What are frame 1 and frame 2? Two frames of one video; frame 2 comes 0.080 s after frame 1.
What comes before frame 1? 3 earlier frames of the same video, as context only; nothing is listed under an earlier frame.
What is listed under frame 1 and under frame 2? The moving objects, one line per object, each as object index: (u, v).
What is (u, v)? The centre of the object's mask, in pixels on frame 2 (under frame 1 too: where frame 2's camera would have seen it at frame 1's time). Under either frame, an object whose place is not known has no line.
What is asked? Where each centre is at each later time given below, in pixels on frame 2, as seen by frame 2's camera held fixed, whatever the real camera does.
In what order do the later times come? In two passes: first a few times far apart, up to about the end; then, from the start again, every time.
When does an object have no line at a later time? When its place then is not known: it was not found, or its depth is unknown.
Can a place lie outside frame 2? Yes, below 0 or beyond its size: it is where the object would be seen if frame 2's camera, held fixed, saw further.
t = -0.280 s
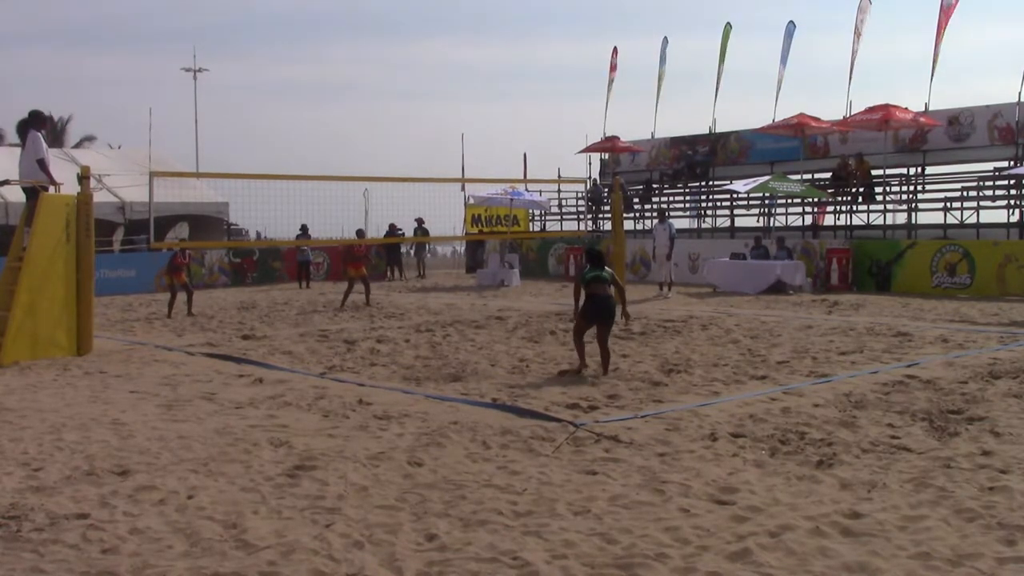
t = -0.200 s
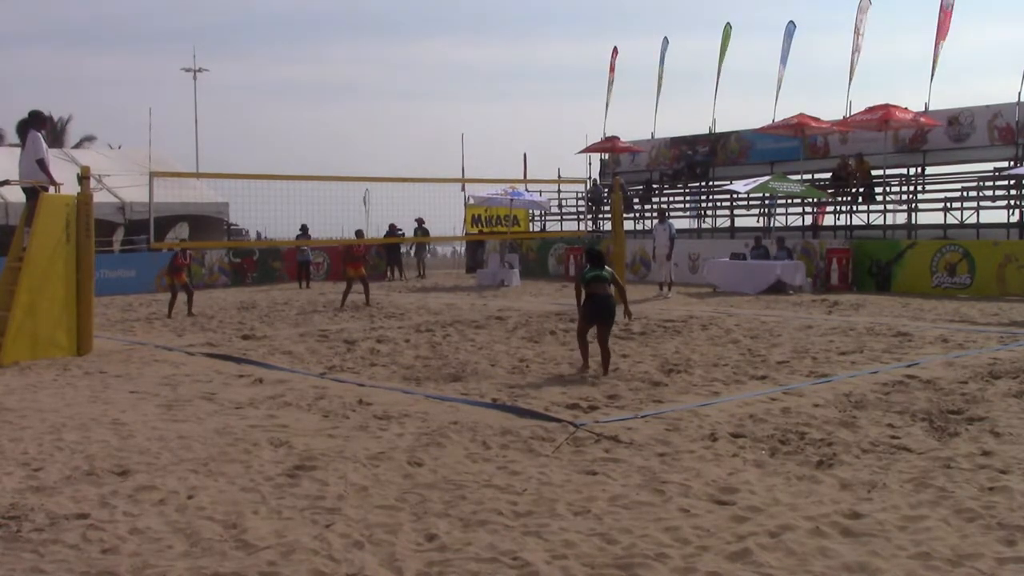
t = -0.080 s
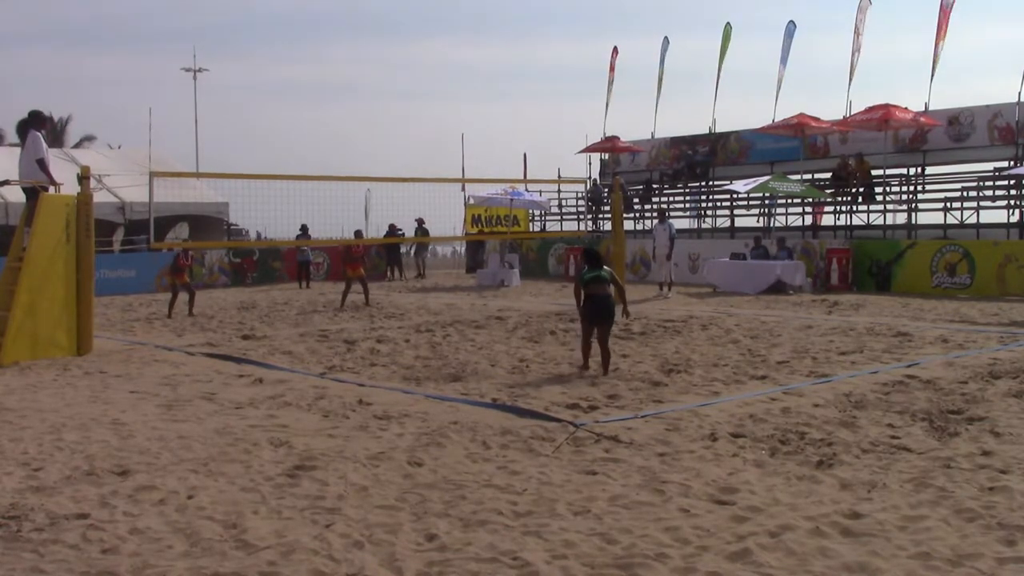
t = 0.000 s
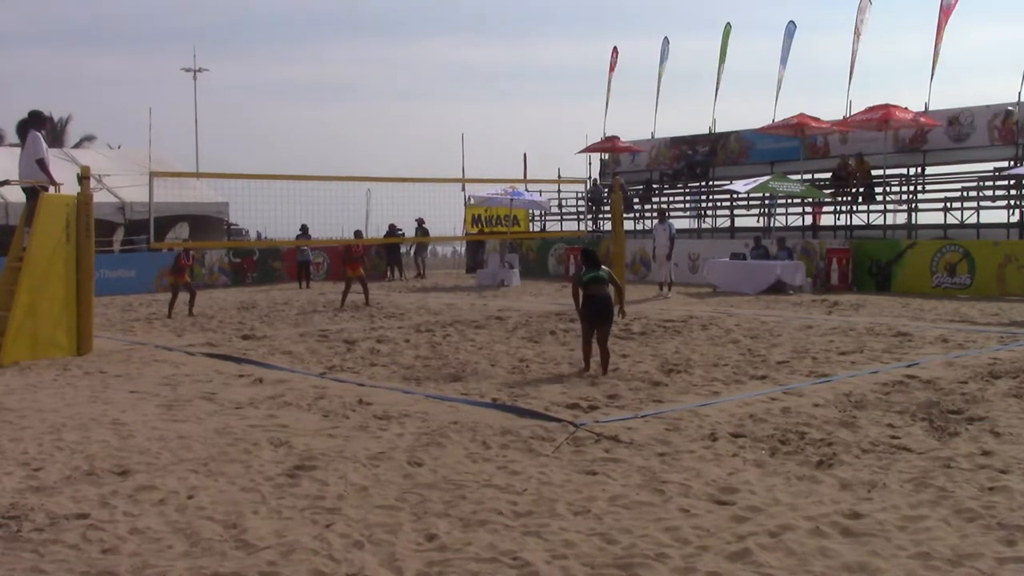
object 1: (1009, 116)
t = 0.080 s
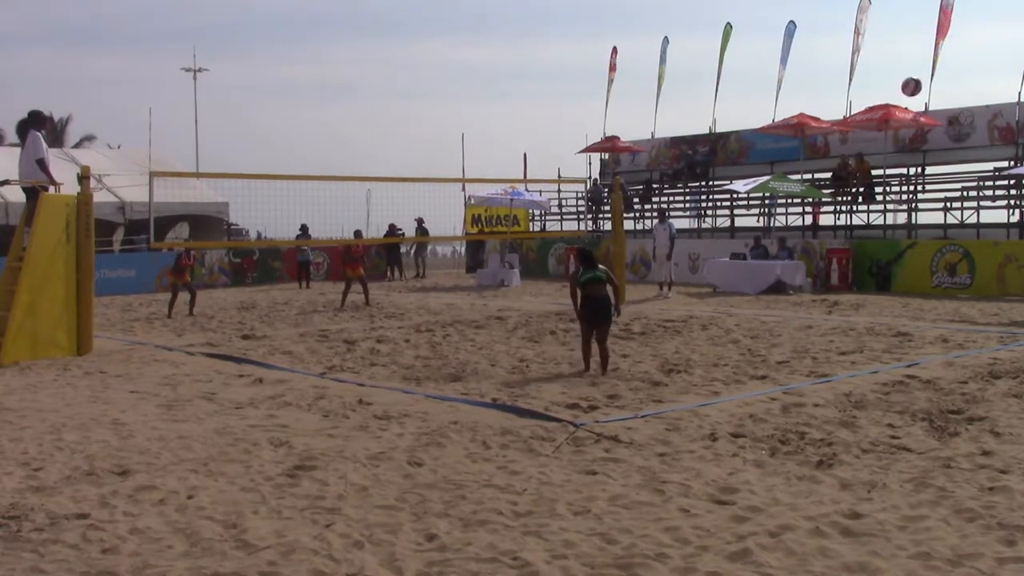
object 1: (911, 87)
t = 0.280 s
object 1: (702, 42)
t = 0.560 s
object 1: (465, 41)
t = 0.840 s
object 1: (278, 87)
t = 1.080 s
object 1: (148, 163)
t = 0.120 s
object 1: (865, 74)
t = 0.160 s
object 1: (823, 63)
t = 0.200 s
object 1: (781, 54)
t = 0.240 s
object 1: (741, 47)
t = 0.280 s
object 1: (702, 42)
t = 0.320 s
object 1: (665, 38)
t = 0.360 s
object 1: (629, 36)
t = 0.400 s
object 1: (593, 35)
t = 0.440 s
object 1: (560, 35)
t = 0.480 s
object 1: (527, 37)
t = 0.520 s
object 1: (496, 39)
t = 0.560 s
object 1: (465, 41)
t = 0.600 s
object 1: (436, 45)
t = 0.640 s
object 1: (407, 49)
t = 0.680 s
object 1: (380, 54)
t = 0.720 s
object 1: (353, 61)
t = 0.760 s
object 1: (327, 68)
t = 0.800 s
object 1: (302, 77)
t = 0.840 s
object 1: (278, 87)
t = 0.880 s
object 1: (255, 97)
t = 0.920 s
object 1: (233, 109)
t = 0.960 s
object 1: (210, 121)
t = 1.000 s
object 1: (189, 134)
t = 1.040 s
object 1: (168, 148)
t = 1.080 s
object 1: (148, 163)
